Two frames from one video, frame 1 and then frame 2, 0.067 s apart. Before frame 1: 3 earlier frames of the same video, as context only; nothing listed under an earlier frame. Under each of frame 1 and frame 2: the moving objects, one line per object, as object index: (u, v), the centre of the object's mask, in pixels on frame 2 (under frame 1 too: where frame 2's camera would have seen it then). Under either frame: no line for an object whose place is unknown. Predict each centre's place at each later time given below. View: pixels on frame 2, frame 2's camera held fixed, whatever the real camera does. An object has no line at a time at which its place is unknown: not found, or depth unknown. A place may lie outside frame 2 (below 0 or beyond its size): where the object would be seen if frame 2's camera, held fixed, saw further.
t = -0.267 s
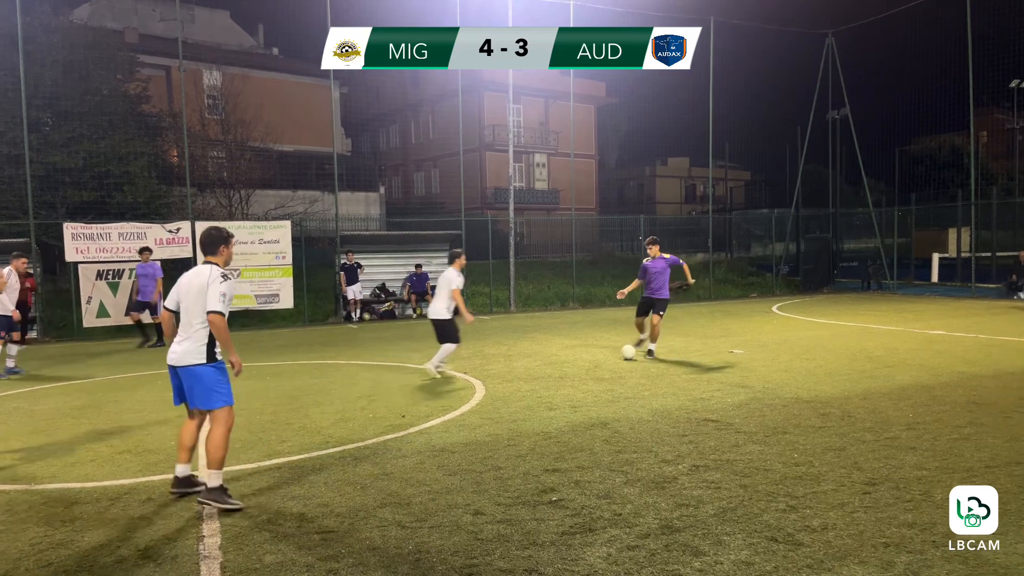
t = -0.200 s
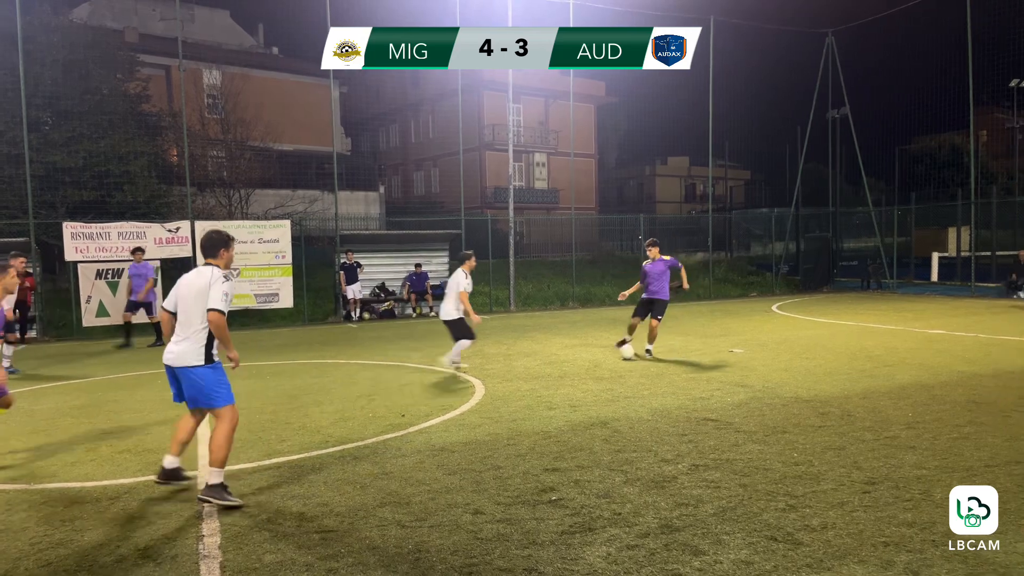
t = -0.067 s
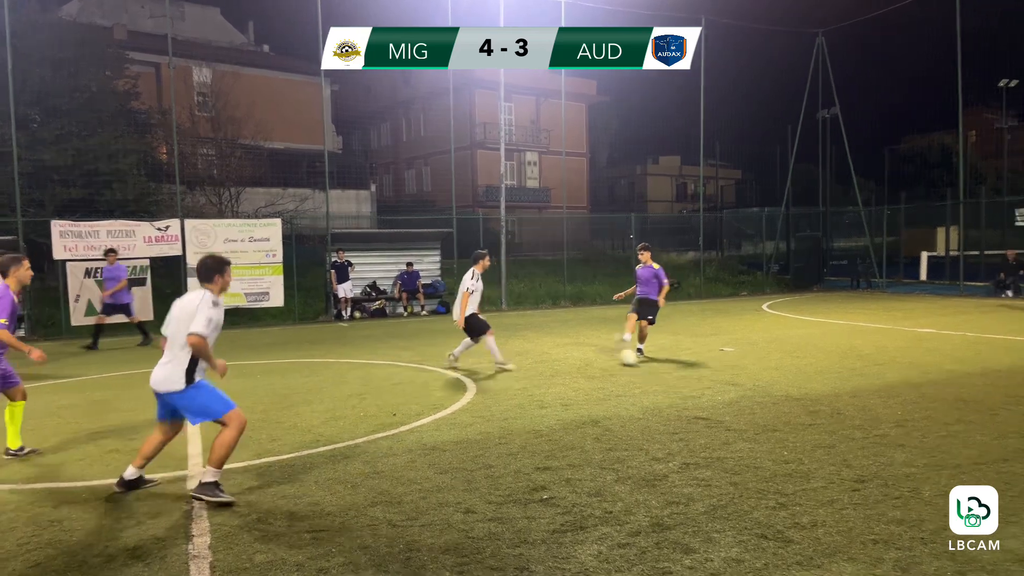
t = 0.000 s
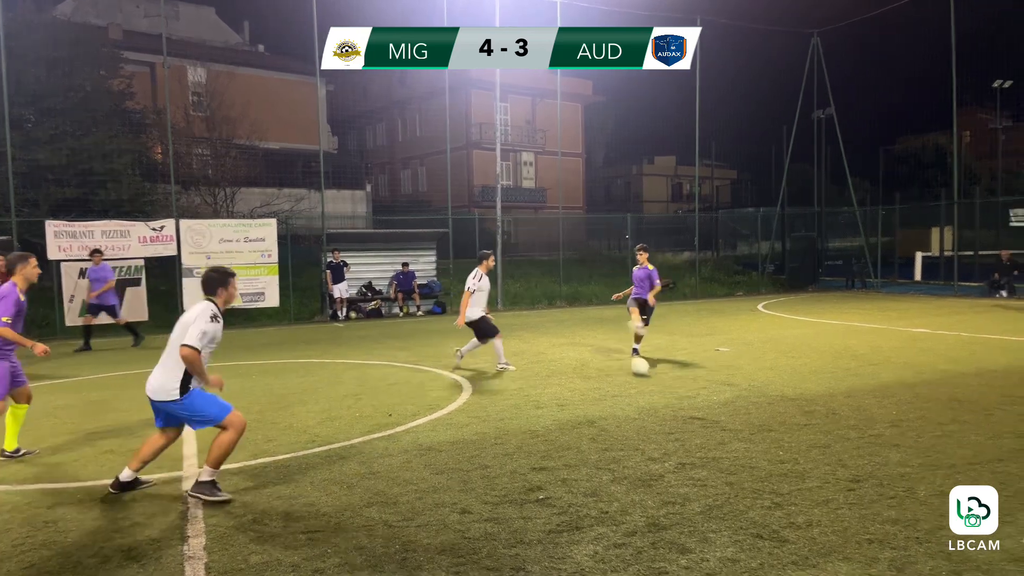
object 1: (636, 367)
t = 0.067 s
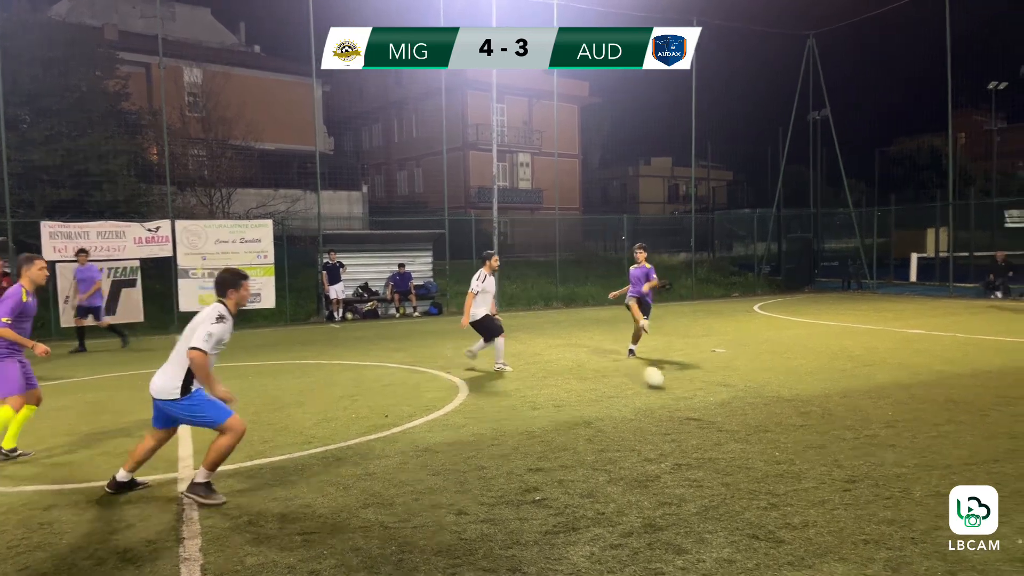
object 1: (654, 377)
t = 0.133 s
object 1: (673, 388)
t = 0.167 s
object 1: (683, 395)
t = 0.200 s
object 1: (695, 401)
